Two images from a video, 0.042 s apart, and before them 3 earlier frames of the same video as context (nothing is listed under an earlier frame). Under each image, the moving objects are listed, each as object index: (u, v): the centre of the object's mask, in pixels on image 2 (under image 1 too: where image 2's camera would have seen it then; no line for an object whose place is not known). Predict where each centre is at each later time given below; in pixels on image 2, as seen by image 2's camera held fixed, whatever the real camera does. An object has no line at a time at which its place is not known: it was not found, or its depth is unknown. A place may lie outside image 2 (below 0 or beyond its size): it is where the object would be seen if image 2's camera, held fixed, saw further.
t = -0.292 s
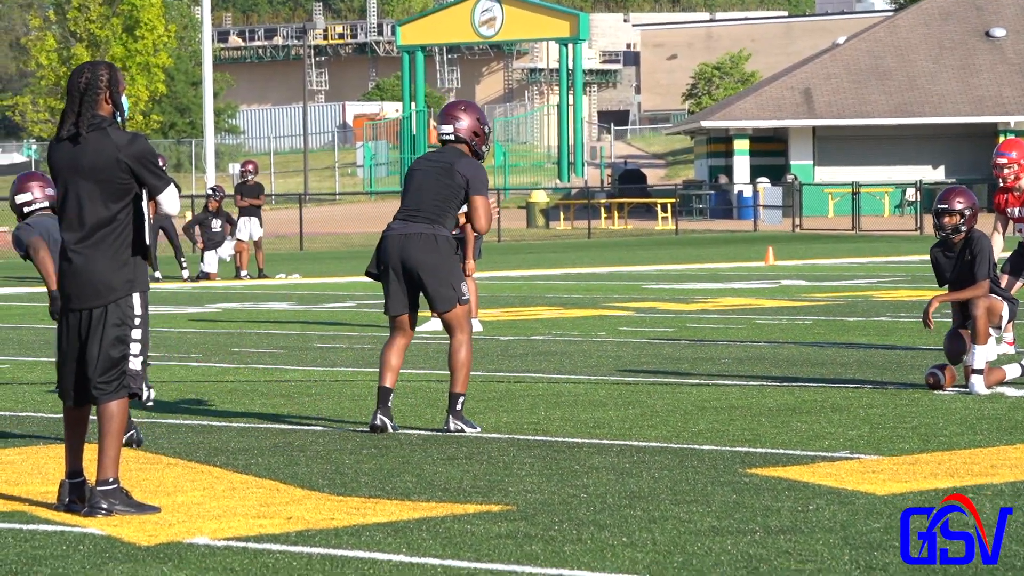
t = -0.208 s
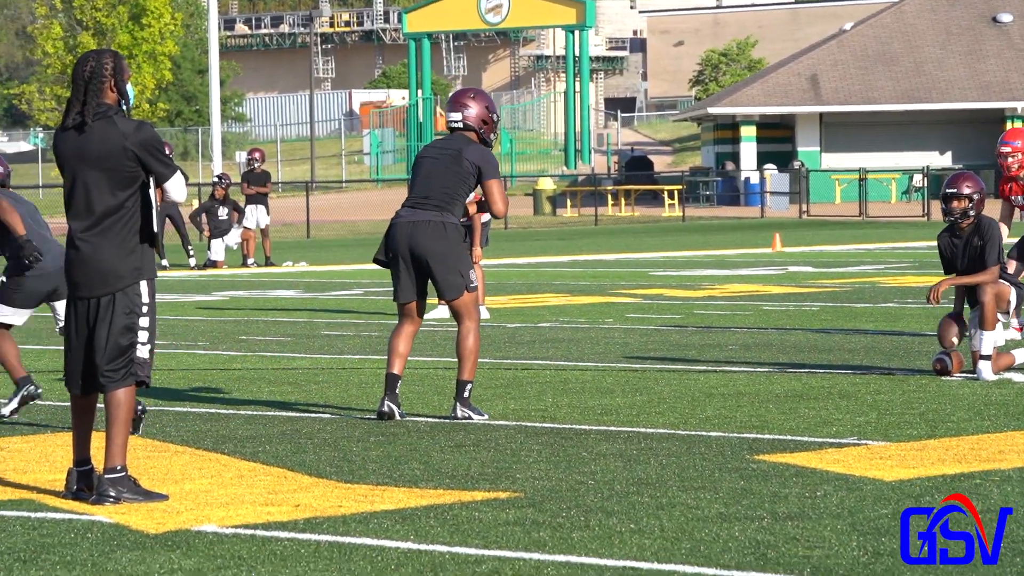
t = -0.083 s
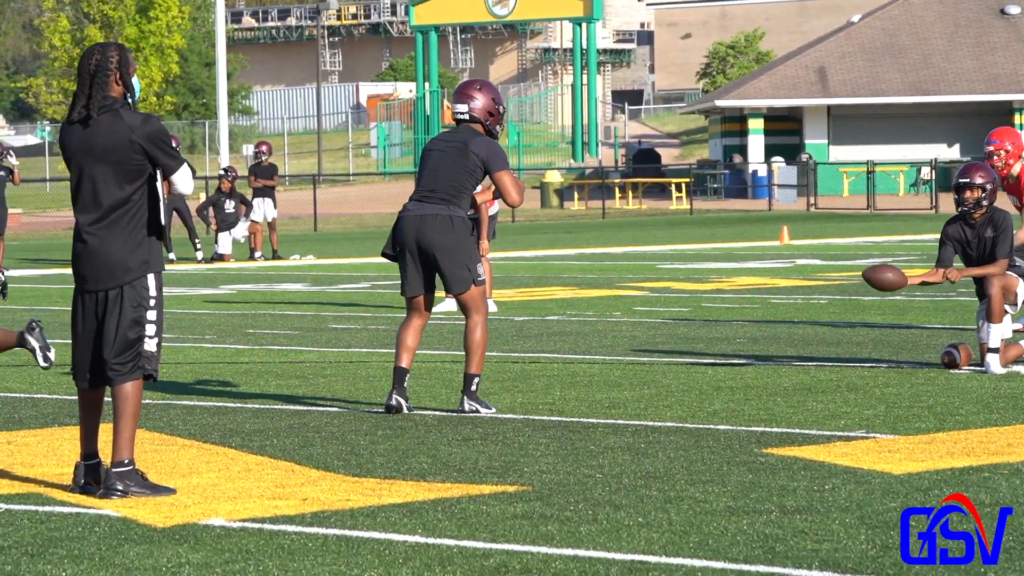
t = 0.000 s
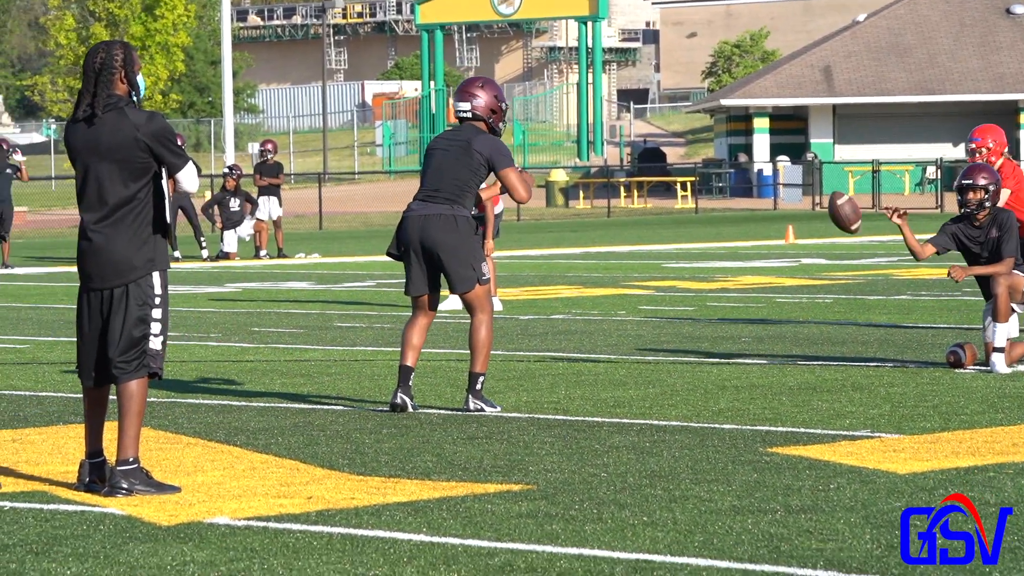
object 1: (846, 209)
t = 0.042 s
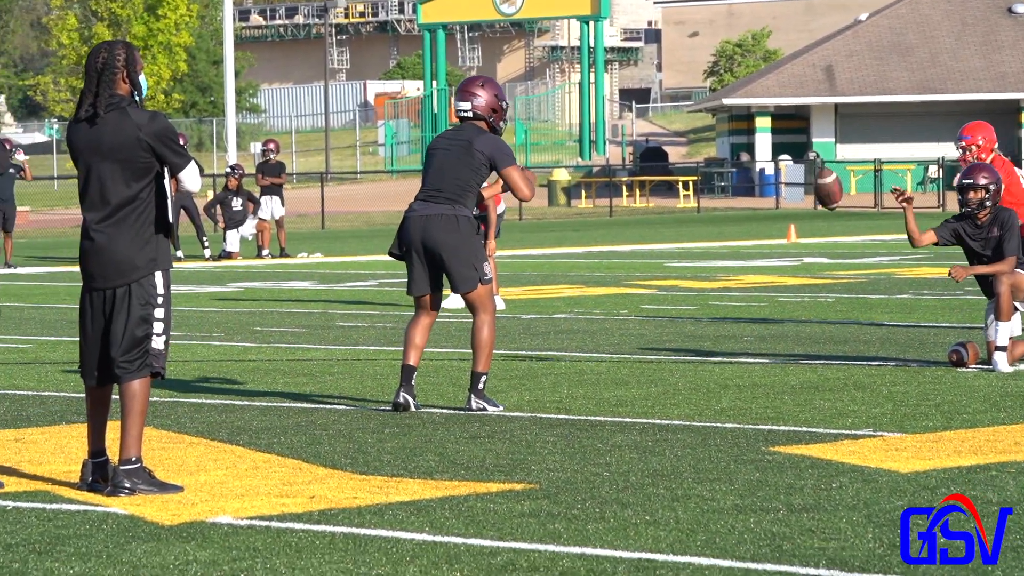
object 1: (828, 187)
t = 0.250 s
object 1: (702, 81)
